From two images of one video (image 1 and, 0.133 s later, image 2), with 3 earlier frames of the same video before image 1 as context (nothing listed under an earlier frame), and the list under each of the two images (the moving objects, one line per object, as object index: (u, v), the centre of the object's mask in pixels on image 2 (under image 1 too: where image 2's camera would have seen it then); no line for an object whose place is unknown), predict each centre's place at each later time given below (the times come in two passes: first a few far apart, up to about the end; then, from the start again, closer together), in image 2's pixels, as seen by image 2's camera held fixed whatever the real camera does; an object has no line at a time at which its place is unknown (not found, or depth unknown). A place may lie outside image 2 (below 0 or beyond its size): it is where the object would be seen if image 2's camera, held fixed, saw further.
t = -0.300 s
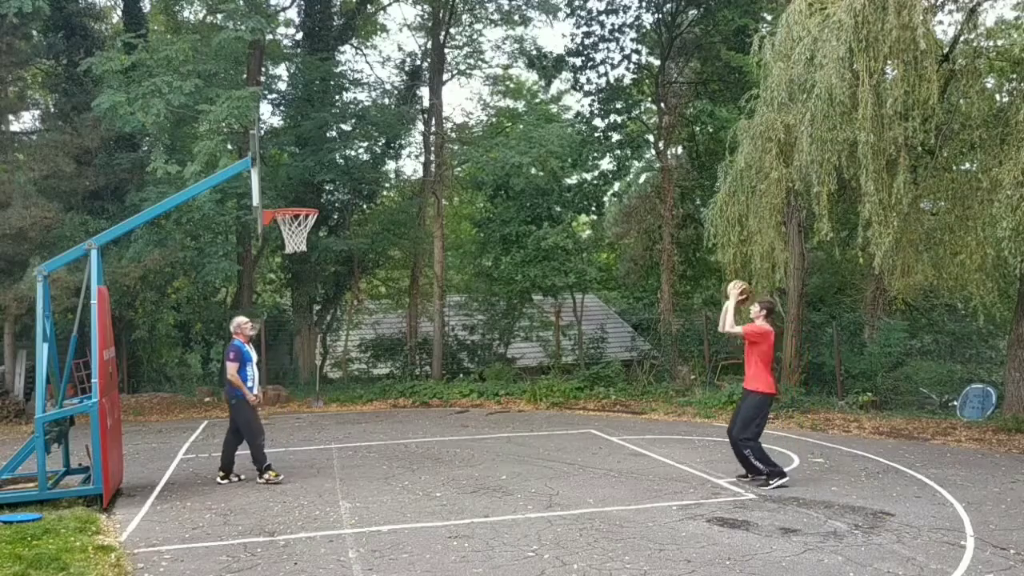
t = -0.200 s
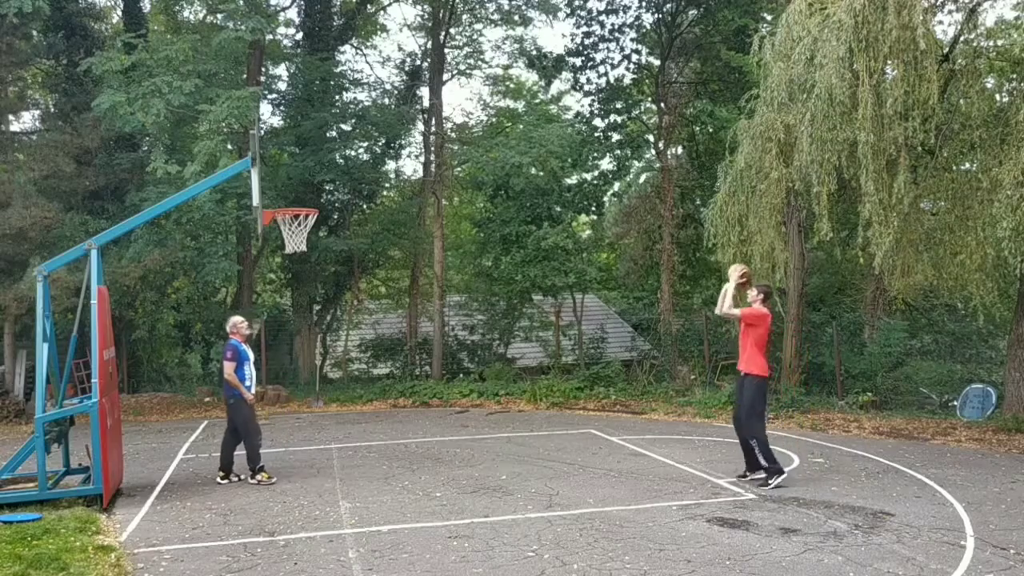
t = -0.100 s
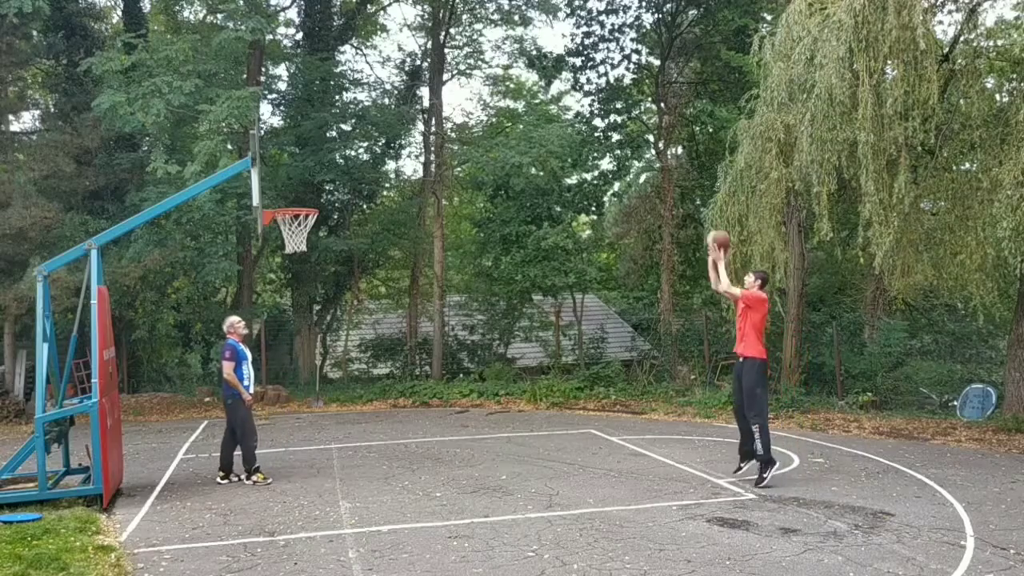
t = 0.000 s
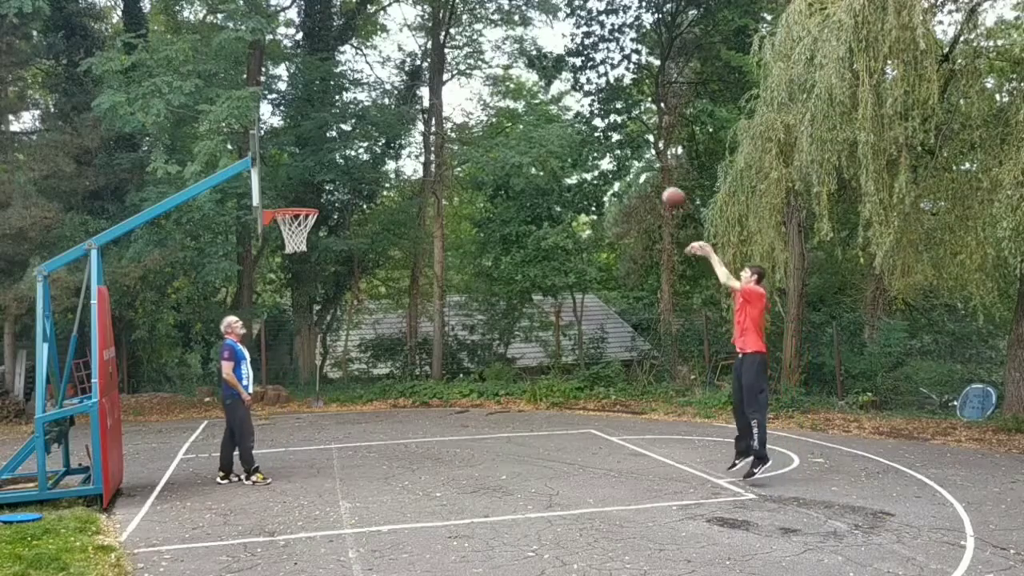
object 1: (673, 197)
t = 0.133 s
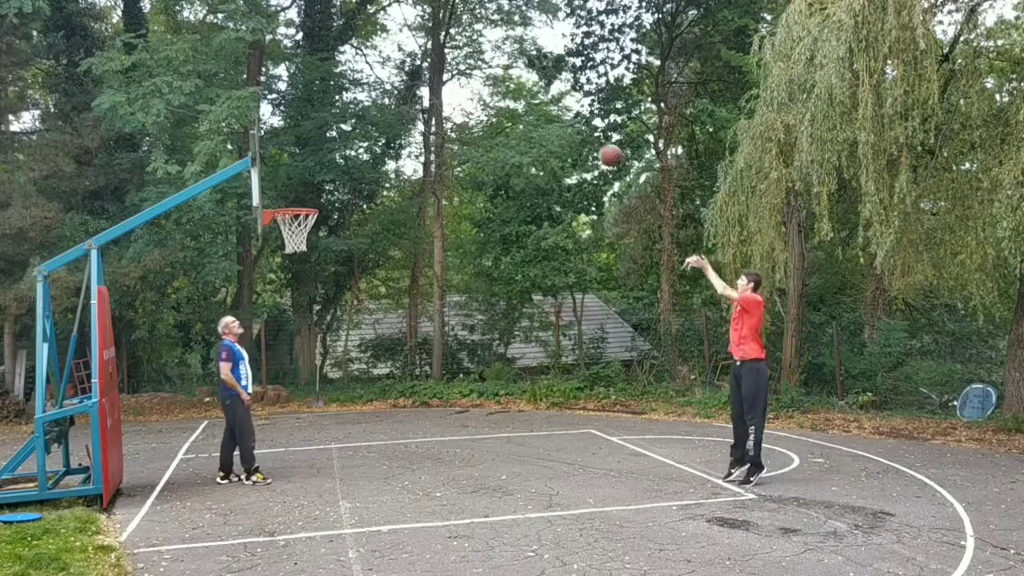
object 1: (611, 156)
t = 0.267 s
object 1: (550, 129)
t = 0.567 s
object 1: (422, 128)
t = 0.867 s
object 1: (303, 202)
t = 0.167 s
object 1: (595, 148)
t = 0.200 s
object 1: (579, 141)
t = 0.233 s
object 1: (564, 135)
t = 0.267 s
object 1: (550, 129)
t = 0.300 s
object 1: (535, 125)
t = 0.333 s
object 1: (520, 122)
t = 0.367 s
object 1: (506, 120)
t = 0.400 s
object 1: (493, 119)
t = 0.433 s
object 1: (478, 119)
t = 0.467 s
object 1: (463, 120)
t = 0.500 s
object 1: (448, 123)
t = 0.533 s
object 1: (435, 124)
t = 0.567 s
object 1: (422, 128)
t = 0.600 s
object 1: (408, 133)
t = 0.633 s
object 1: (394, 139)
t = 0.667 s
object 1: (381, 145)
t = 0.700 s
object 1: (368, 154)
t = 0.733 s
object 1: (355, 163)
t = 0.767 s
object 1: (342, 170)
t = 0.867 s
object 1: (303, 202)
